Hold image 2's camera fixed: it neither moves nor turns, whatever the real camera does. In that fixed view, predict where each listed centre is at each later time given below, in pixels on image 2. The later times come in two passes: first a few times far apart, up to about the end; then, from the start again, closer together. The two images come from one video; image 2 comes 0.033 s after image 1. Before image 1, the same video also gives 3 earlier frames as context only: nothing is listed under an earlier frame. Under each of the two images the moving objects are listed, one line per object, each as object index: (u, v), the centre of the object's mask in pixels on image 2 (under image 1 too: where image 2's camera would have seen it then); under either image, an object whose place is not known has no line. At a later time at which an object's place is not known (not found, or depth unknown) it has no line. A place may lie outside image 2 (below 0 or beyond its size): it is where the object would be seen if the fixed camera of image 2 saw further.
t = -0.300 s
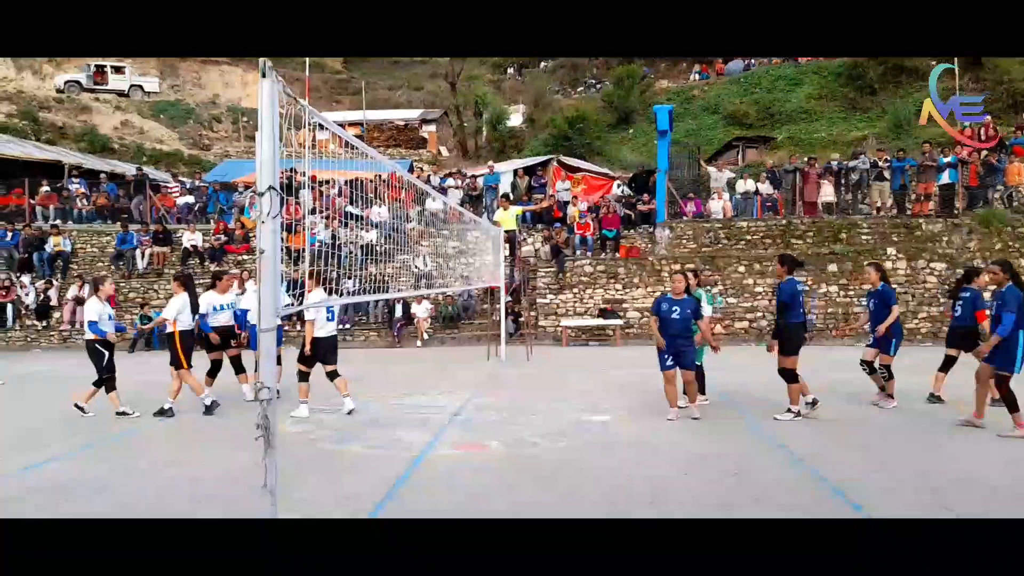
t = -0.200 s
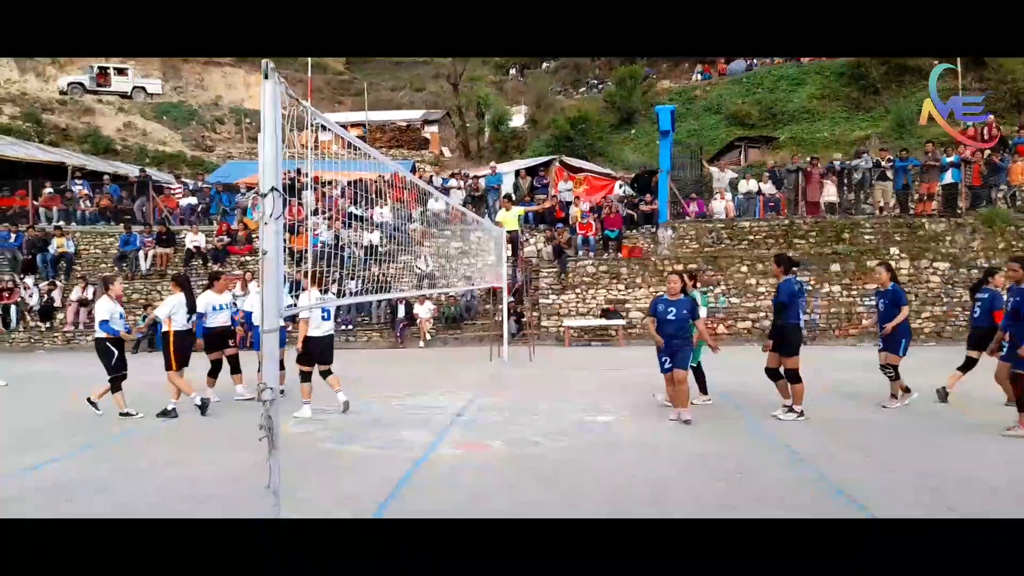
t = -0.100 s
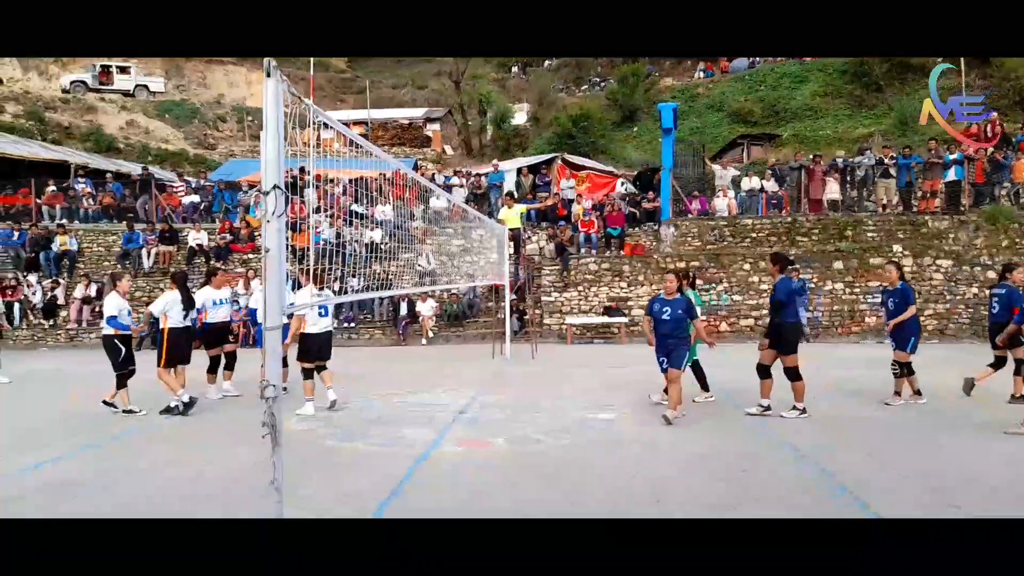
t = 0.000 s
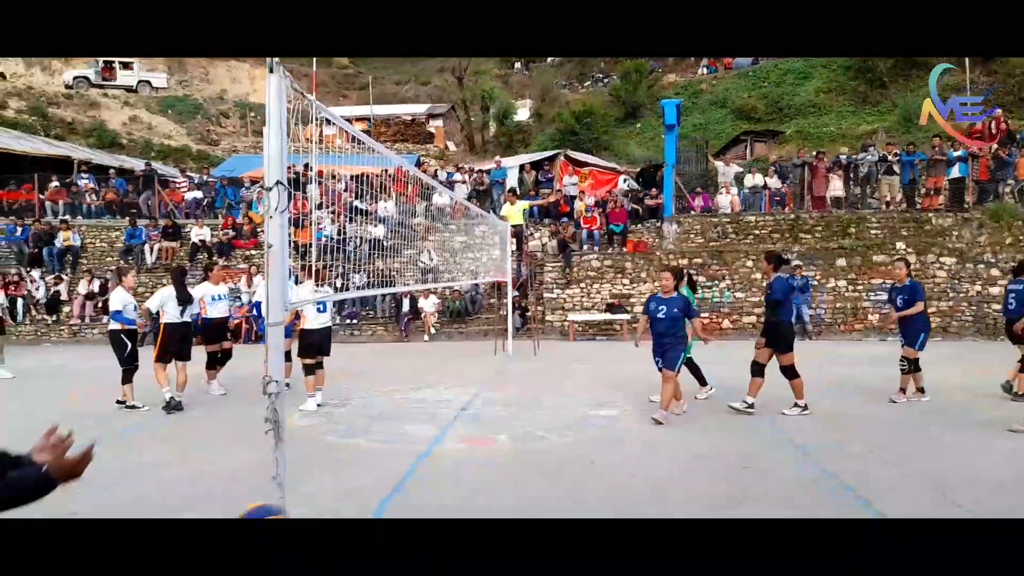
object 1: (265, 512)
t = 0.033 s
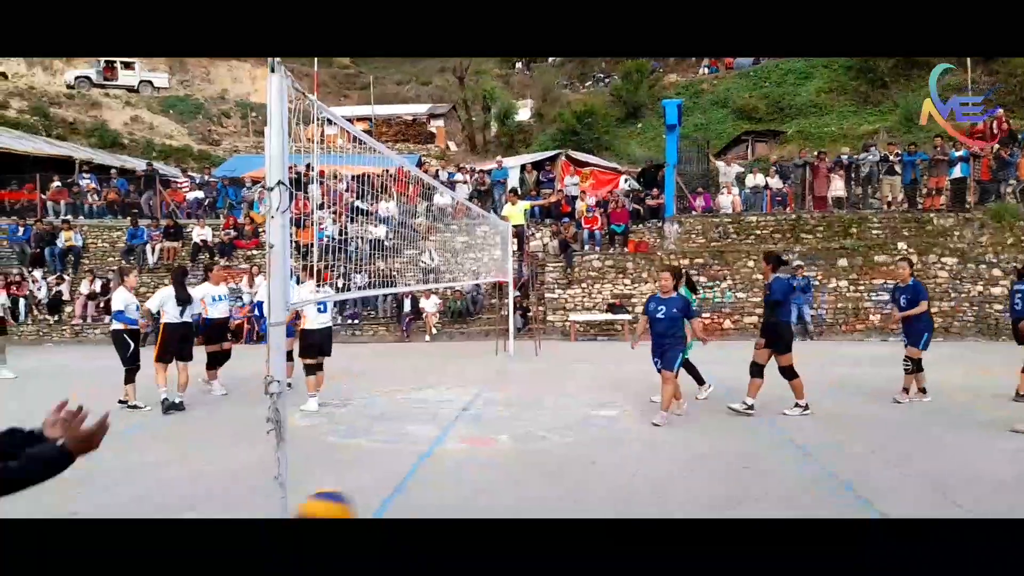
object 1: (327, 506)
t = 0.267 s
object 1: (636, 502)
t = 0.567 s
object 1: (818, 435)
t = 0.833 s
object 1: (916, 417)
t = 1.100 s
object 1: (993, 428)
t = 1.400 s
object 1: (1060, 390)
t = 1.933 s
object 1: (1136, 379)
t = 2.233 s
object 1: (1183, 379)
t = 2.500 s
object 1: (1211, 373)
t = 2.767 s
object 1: (1236, 364)
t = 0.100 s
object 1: (433, 498)
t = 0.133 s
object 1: (480, 495)
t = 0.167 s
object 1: (523, 493)
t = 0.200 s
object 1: (564, 494)
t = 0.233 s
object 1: (601, 499)
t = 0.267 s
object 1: (636, 502)
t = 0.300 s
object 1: (669, 507)
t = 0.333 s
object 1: (698, 512)
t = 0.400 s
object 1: (744, 509)
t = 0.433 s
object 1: (758, 493)
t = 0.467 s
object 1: (775, 475)
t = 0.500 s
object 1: (790, 459)
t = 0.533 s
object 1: (805, 446)
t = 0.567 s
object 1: (818, 435)
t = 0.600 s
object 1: (830, 427)
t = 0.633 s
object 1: (845, 419)
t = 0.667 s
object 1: (858, 414)
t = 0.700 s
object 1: (870, 411)
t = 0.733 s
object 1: (882, 410)
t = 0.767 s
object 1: (893, 411)
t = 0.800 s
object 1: (905, 413)
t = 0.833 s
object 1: (916, 417)
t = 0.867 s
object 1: (927, 422)
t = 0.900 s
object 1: (937, 429)
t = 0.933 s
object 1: (947, 437)
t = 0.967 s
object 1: (957, 447)
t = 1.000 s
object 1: (967, 459)
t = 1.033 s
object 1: (976, 455)
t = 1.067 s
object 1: (984, 442)
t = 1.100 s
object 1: (993, 428)
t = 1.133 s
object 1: (1002, 417)
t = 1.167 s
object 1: (1010, 409)
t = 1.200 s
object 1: (1017, 401)
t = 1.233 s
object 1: (1026, 396)
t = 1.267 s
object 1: (1033, 391)
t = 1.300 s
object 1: (1041, 388)
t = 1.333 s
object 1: (1048, 387)
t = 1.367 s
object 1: (1054, 387)
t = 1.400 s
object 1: (1060, 390)
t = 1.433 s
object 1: (1064, 392)
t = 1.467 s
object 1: (1067, 396)
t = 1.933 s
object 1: (1136, 379)
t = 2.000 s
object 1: (1153, 384)
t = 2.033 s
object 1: (1160, 388)
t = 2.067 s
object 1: (1166, 393)
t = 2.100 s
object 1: (1169, 399)
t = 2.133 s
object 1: (1173, 400)
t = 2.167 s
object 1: (1177, 392)
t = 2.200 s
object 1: (1180, 386)
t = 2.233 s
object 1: (1183, 379)
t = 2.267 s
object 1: (1186, 374)
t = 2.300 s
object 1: (1189, 371)
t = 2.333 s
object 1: (1193, 369)
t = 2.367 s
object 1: (1197, 367)
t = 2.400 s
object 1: (1200, 367)
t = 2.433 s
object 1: (1203, 368)
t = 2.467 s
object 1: (1207, 370)
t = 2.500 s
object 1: (1211, 373)
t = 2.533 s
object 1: (1213, 377)
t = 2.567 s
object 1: (1218, 382)
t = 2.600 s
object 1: (1222, 386)
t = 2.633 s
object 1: (1224, 379)
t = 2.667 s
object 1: (1226, 374)
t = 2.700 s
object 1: (1230, 370)
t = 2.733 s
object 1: (1232, 366)
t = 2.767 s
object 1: (1236, 364)
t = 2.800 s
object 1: (1238, 362)
